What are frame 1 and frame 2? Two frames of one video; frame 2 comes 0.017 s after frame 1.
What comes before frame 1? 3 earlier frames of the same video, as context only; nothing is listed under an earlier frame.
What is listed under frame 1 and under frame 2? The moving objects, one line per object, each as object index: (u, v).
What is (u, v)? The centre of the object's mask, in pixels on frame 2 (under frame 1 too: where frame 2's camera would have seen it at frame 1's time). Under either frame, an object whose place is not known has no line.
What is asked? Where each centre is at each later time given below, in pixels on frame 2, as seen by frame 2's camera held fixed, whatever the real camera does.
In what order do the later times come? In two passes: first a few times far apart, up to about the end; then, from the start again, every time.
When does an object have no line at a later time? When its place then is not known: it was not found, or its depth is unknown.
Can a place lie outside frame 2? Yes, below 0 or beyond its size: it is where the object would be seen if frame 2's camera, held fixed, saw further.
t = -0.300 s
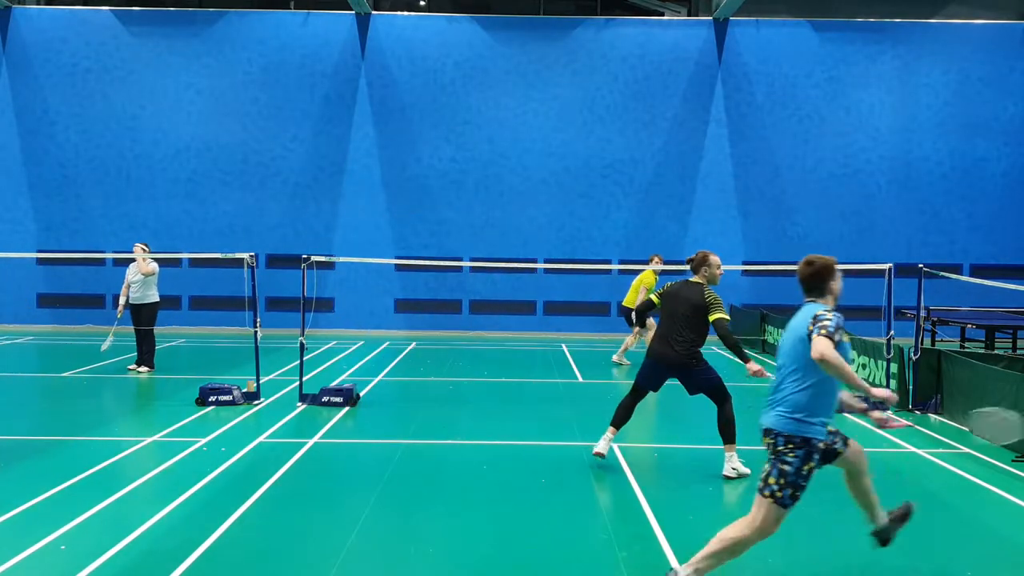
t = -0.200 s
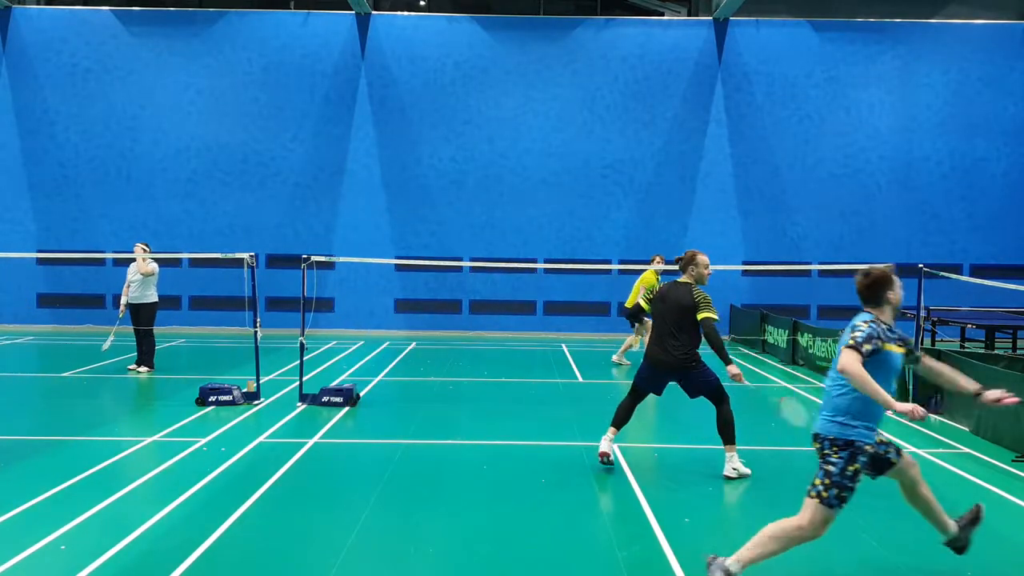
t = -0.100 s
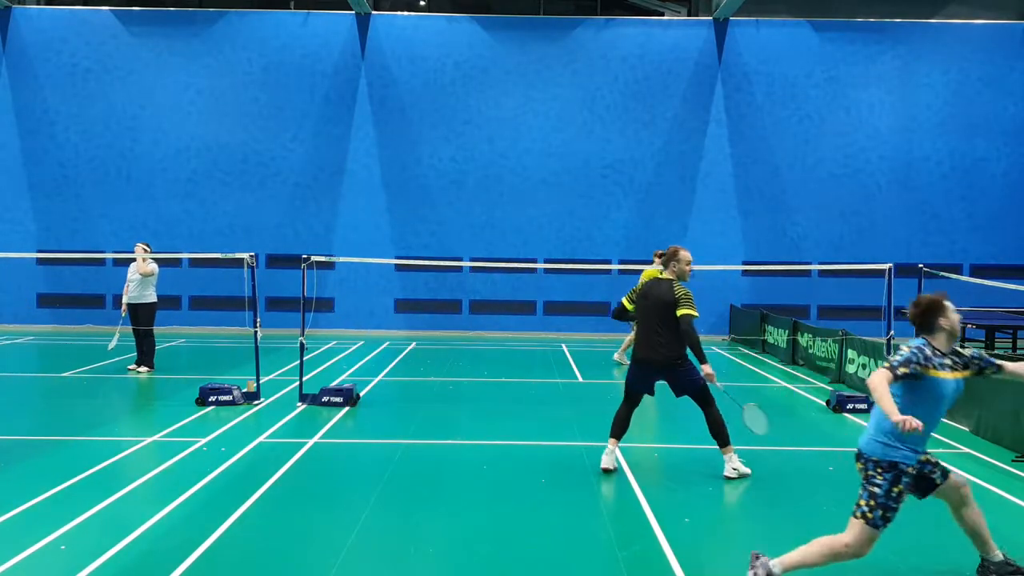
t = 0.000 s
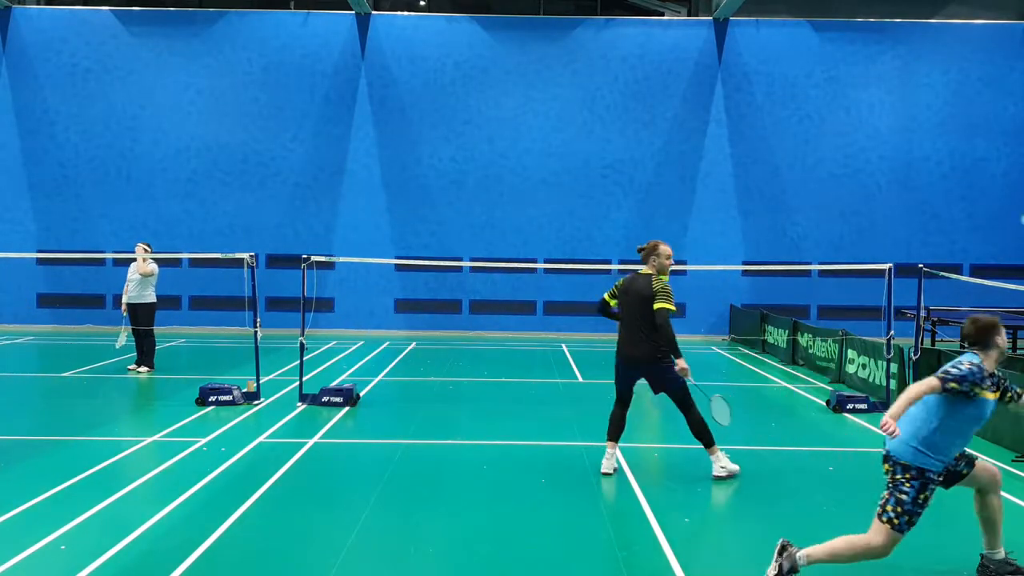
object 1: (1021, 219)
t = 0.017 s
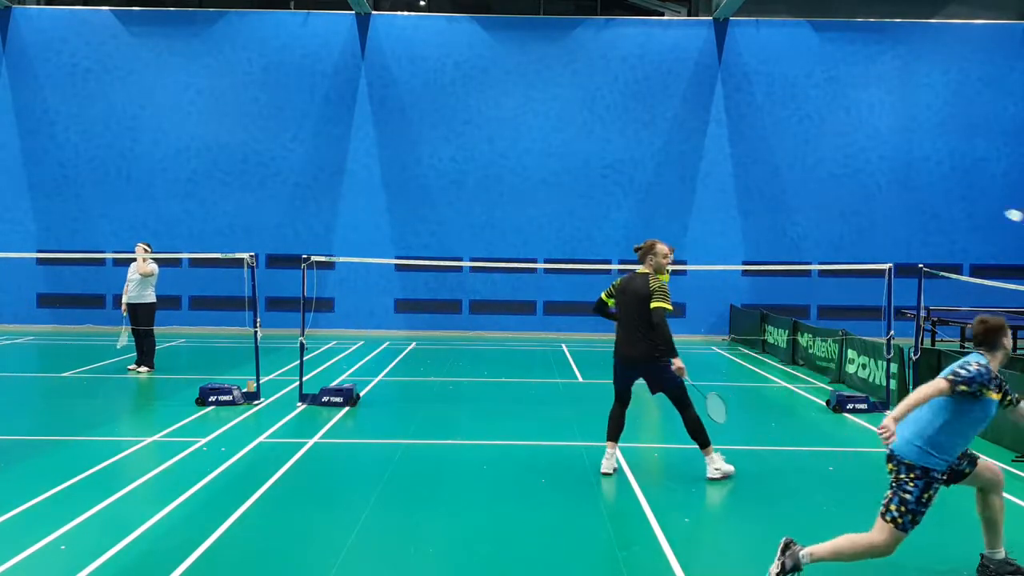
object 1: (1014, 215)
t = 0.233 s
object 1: (890, 179)
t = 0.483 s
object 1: (833, 205)
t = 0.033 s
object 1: (998, 209)
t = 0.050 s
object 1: (982, 204)
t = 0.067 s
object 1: (969, 199)
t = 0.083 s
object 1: (957, 194)
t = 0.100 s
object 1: (947, 190)
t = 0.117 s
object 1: (937, 186)
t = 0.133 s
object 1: (929, 183)
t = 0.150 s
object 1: (921, 181)
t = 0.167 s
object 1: (914, 180)
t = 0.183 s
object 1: (908, 179)
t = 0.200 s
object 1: (902, 179)
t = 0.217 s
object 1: (895, 178)
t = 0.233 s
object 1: (890, 179)
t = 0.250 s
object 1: (885, 179)
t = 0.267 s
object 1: (880, 180)
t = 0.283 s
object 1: (875, 181)
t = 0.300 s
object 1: (870, 181)
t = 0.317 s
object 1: (865, 183)
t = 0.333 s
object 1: (862, 184)
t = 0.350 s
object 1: (858, 186)
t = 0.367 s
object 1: (854, 188)
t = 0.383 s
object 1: (851, 190)
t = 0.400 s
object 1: (848, 192)
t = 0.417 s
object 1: (844, 194)
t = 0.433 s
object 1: (841, 196)
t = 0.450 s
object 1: (838, 199)
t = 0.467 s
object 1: (836, 202)
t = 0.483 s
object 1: (833, 205)
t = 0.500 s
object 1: (831, 207)
